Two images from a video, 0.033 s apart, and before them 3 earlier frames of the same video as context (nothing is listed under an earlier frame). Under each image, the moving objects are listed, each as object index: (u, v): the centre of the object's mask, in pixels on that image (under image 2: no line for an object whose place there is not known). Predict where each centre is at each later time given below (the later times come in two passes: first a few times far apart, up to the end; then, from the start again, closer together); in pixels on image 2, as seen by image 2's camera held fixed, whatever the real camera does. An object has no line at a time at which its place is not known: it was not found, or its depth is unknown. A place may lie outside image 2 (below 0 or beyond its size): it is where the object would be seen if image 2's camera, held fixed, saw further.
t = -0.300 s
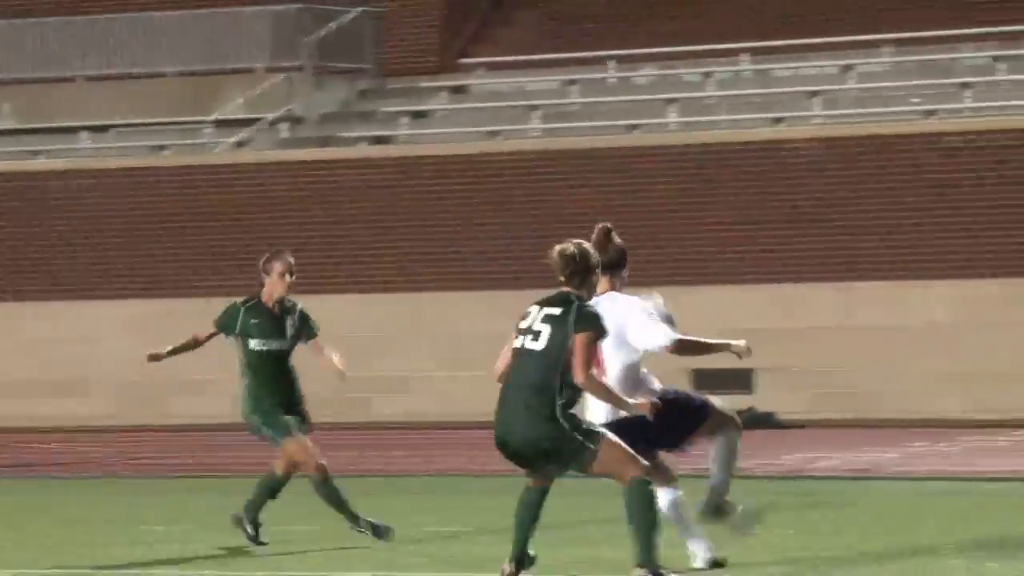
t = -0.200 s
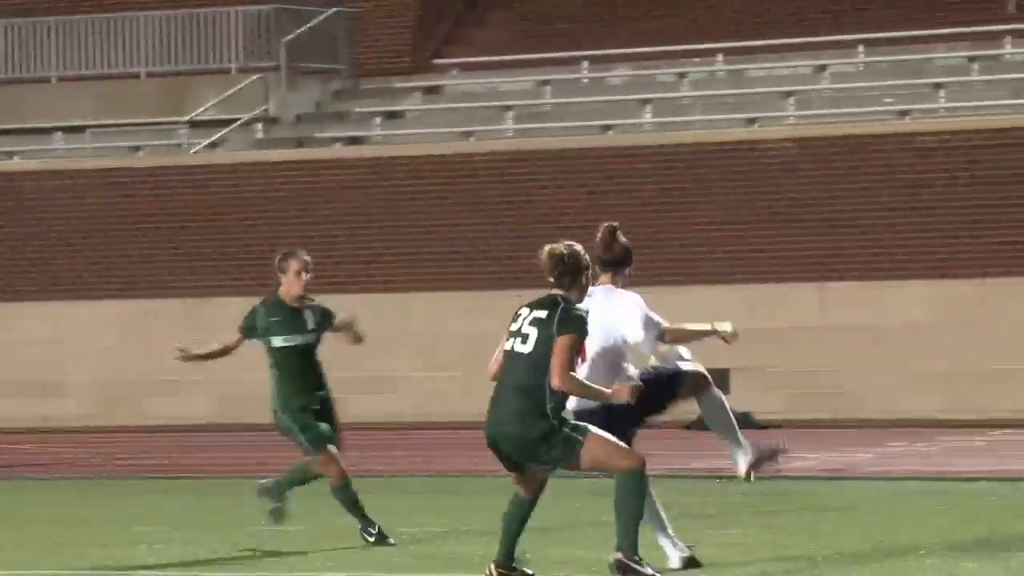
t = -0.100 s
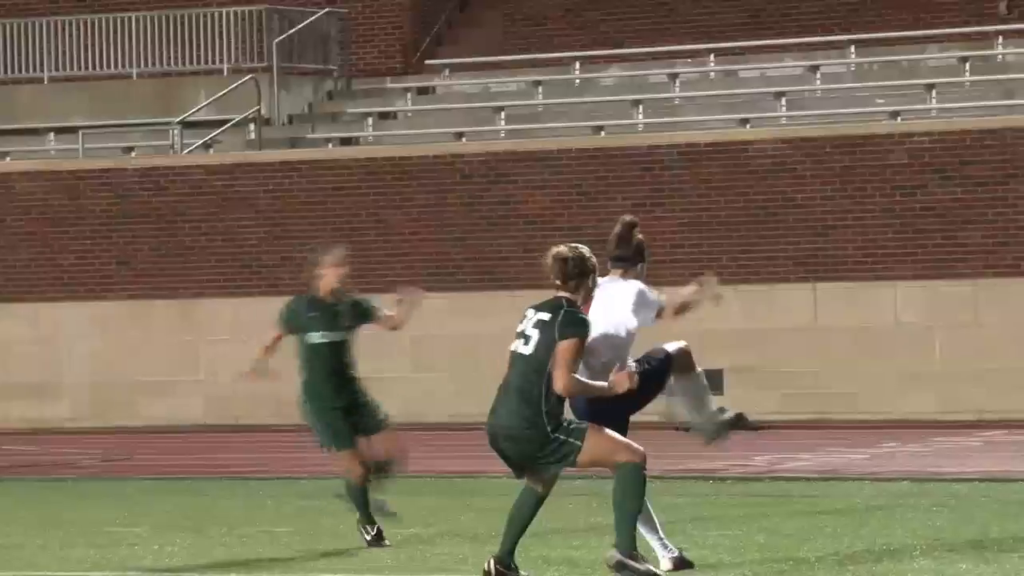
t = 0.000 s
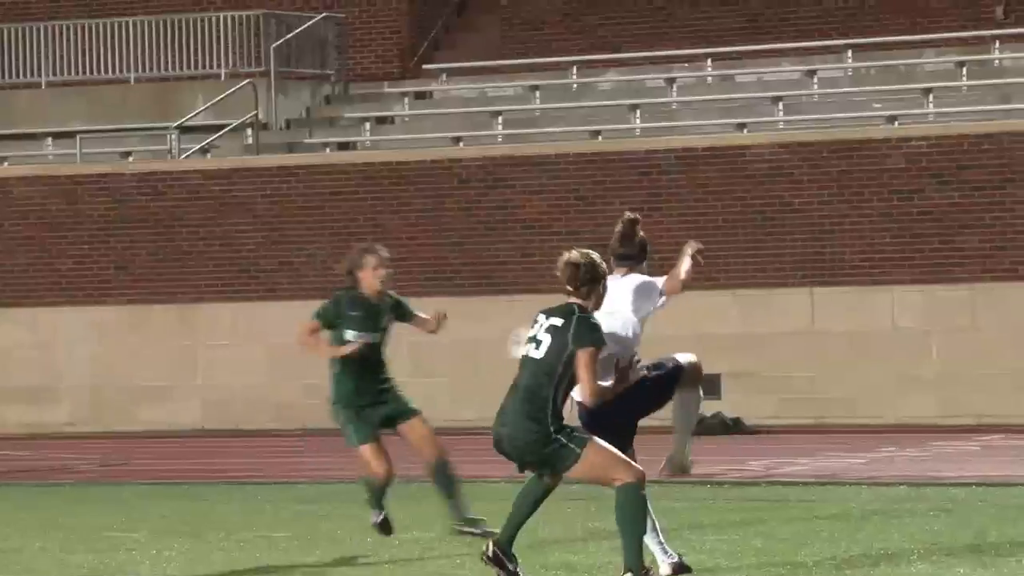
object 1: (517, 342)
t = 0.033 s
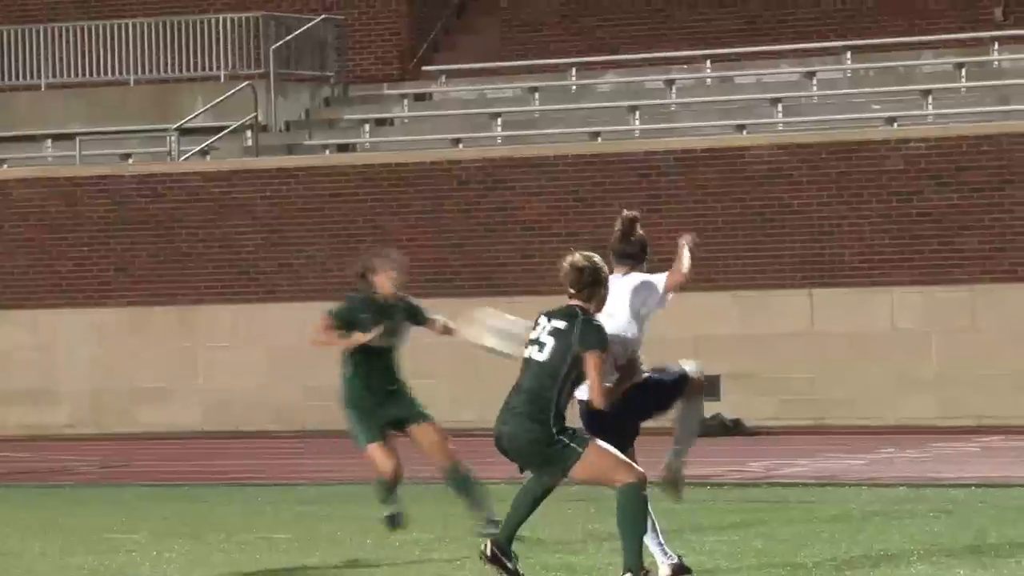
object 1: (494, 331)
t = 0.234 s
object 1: (271, 270)
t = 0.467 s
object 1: (30, 255)
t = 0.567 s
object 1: (-54, 268)
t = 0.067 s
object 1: (460, 321)
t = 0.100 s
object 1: (423, 309)
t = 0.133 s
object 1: (381, 297)
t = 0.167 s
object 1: (345, 286)
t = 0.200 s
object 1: (310, 279)
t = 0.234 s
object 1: (271, 270)
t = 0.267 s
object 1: (236, 266)
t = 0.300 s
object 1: (197, 260)
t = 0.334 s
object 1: (164, 257)
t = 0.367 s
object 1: (127, 254)
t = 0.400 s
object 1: (94, 253)
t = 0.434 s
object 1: (62, 254)
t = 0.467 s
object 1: (30, 255)
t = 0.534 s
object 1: (-36, 264)
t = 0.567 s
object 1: (-54, 268)
